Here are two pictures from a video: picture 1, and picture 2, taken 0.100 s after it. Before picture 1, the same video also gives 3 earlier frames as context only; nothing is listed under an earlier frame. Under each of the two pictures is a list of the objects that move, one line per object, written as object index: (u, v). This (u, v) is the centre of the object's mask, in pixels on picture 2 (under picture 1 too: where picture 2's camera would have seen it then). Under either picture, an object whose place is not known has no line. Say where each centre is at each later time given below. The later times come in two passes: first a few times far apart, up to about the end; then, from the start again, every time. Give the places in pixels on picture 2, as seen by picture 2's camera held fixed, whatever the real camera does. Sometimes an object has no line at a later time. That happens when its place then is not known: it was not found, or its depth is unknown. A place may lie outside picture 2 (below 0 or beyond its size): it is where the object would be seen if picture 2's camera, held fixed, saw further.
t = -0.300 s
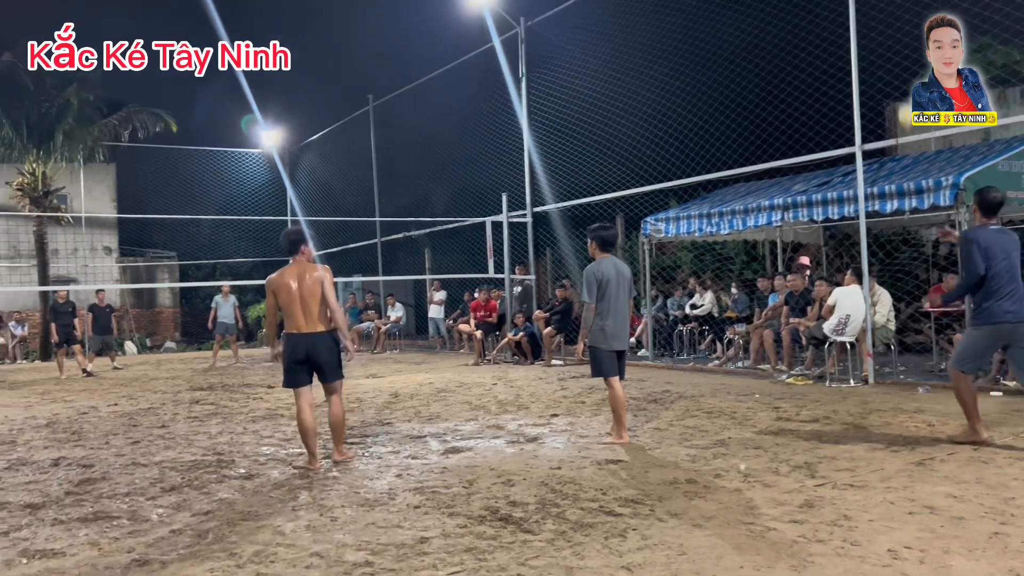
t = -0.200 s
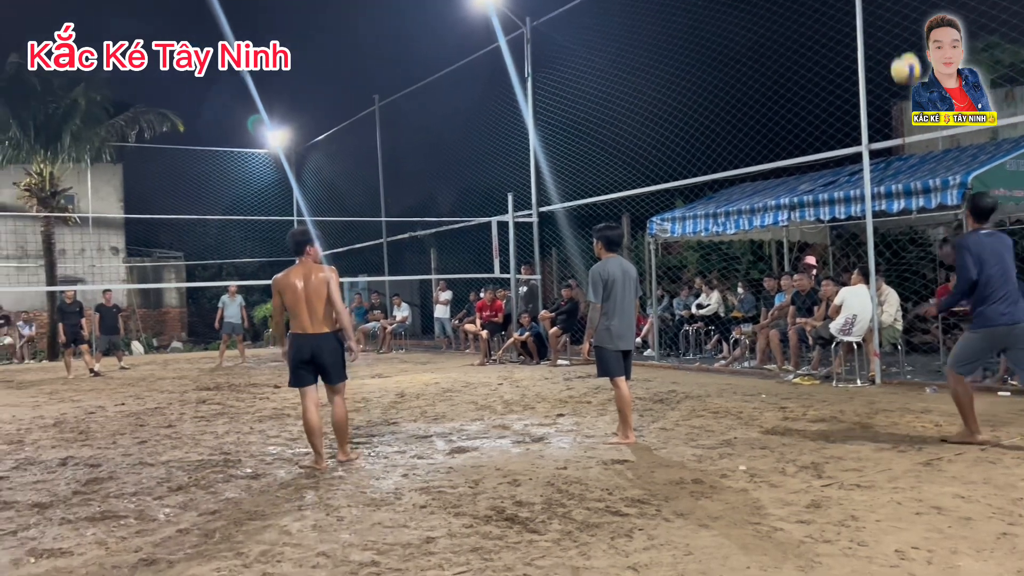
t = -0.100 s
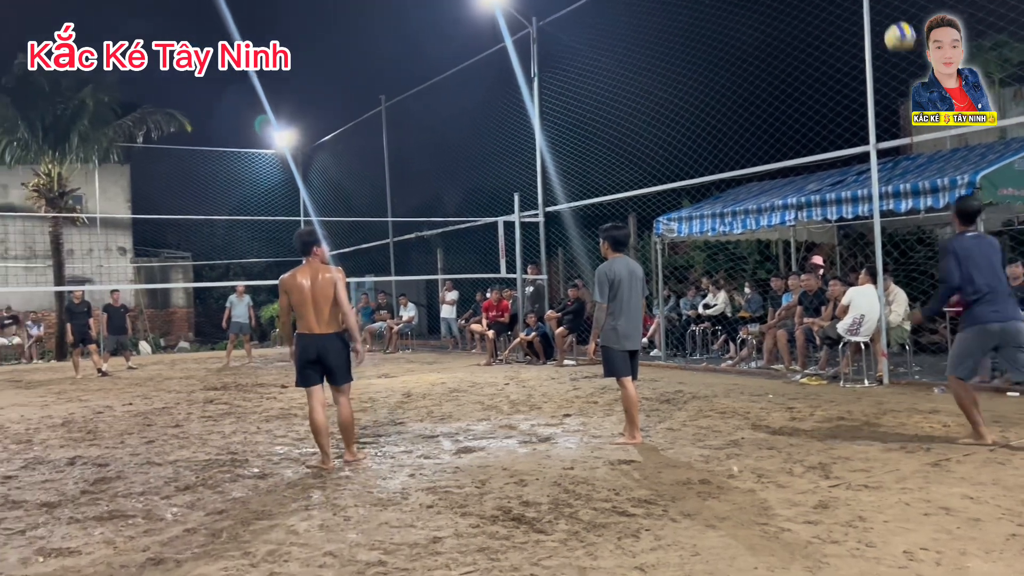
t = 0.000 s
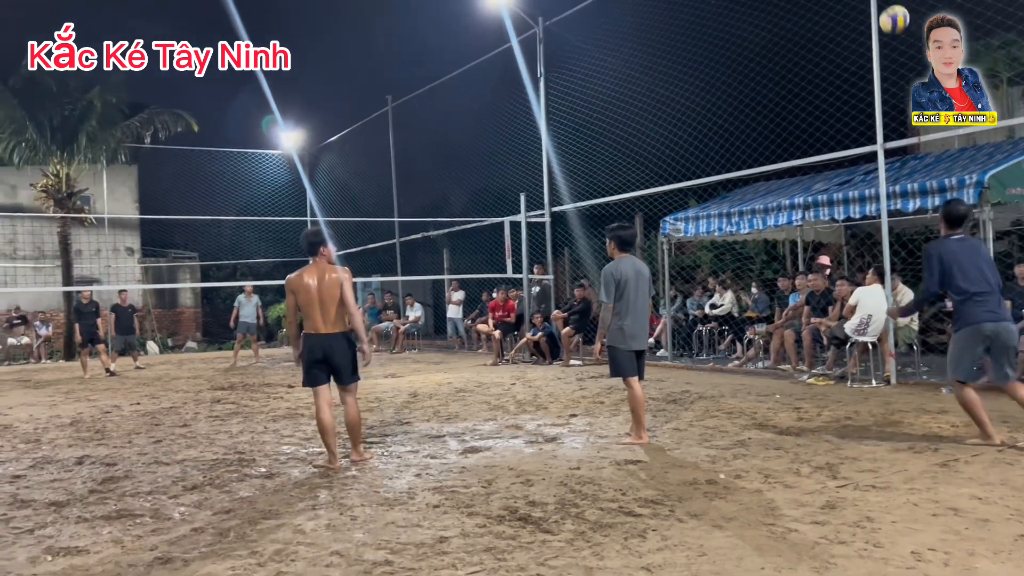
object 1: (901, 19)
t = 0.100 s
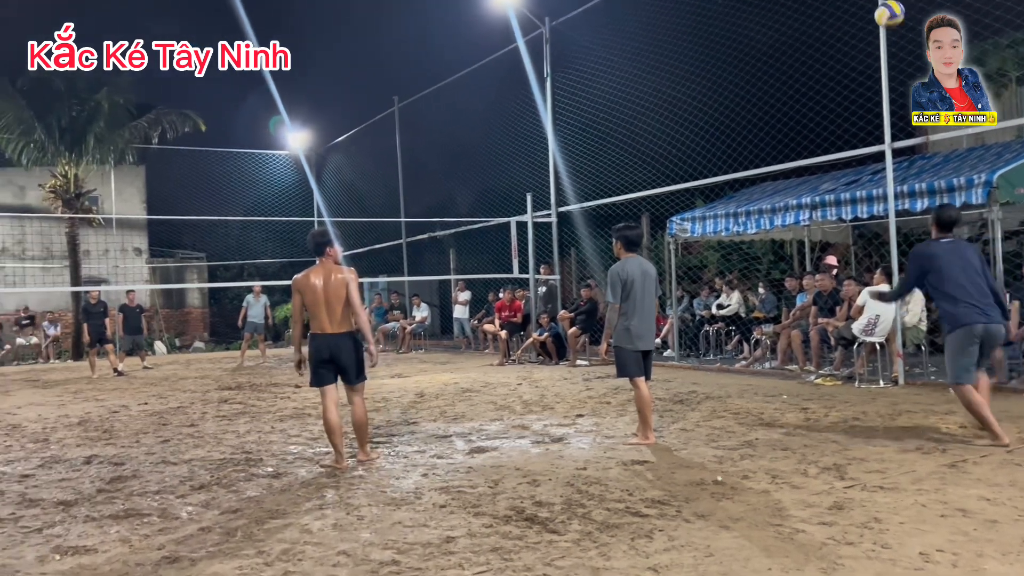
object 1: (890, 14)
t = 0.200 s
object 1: (878, 22)
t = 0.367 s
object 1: (862, 63)
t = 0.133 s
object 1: (886, 15)
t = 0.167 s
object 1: (882, 18)
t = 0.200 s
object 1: (878, 22)
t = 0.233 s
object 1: (874, 28)
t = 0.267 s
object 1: (870, 34)
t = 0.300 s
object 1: (867, 43)
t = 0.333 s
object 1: (865, 52)
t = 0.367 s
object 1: (862, 63)
